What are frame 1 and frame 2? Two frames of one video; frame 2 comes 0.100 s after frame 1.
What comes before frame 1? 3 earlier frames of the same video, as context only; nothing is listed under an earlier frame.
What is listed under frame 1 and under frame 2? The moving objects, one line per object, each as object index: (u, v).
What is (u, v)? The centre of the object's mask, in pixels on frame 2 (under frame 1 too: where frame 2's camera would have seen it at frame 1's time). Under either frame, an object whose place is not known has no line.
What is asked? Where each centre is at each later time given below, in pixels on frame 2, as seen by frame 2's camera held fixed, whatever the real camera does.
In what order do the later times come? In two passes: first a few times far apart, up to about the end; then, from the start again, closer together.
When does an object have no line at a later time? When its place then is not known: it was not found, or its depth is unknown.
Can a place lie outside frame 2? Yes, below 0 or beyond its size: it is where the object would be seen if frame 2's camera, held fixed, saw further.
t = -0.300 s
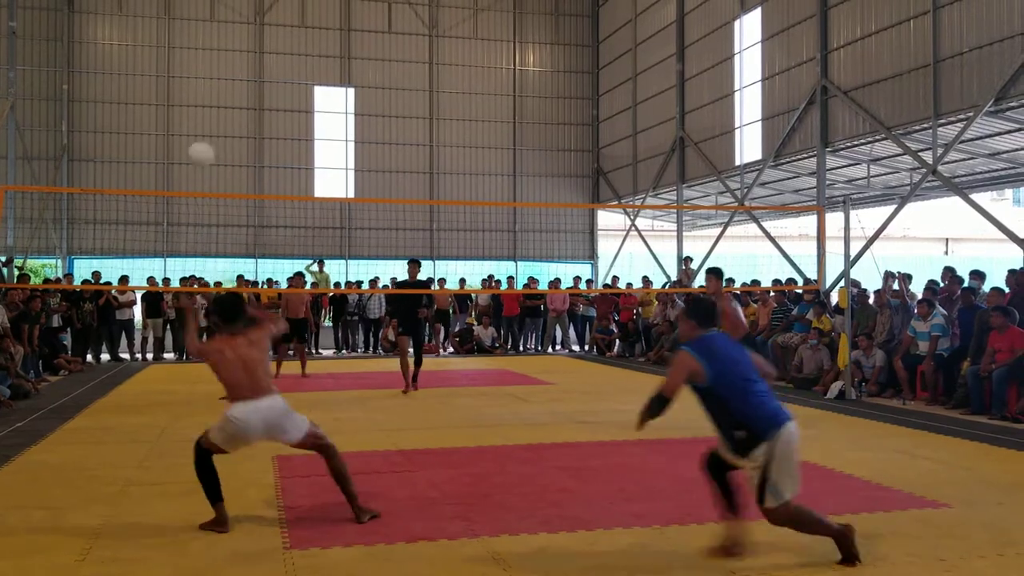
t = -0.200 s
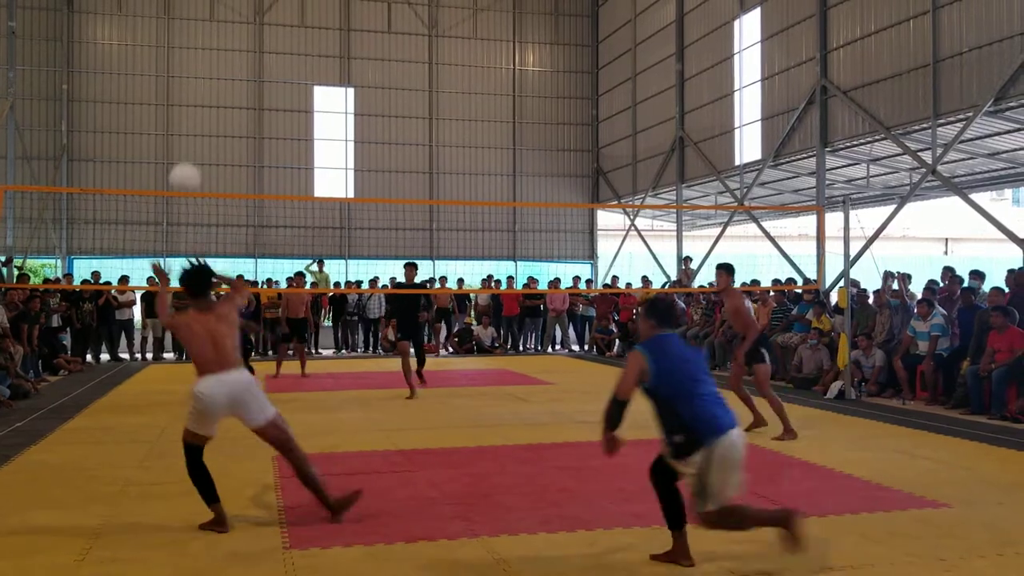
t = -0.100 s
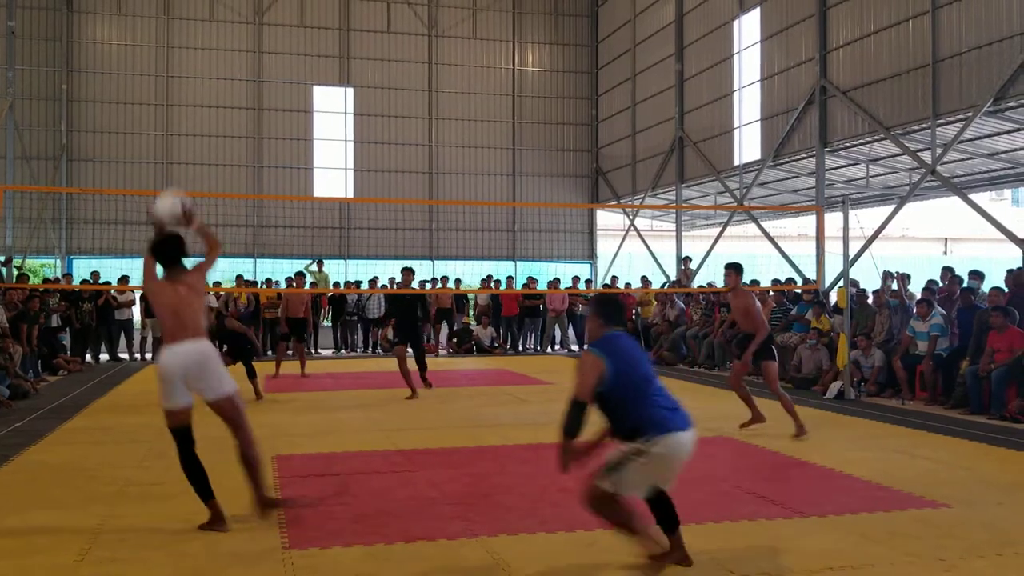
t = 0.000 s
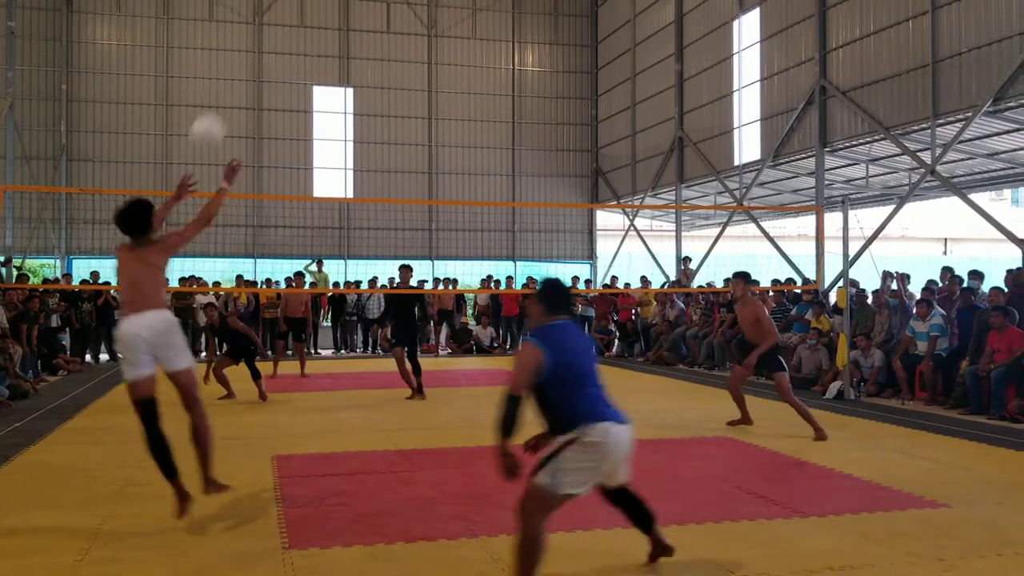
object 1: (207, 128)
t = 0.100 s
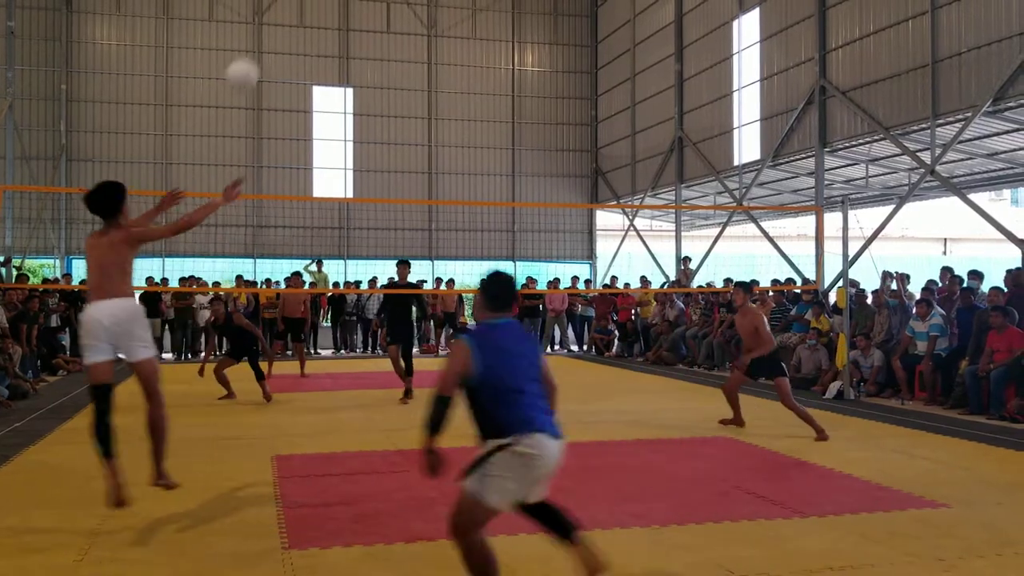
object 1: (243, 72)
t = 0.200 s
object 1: (274, 36)
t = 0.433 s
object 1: (335, 7)
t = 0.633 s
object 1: (376, 29)
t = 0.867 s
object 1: (417, 105)
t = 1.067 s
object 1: (445, 197)
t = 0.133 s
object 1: (255, 56)
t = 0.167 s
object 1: (264, 45)
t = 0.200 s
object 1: (274, 36)
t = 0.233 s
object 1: (284, 25)
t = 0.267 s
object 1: (293, 18)
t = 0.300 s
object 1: (302, 13)
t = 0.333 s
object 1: (311, 10)
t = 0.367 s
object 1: (319, 8)
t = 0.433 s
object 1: (335, 7)
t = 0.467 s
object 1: (342, 8)
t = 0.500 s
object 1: (349, 9)
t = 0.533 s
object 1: (356, 12)
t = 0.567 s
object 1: (363, 16)
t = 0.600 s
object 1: (370, 22)
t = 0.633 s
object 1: (376, 29)
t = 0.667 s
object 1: (383, 38)
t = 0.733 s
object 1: (395, 55)
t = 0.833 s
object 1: (411, 91)
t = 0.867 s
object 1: (417, 105)
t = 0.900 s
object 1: (422, 118)
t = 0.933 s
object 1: (427, 134)
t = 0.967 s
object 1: (432, 149)
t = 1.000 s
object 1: (436, 165)
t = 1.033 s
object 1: (441, 181)
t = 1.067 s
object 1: (445, 197)
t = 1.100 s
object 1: (450, 218)
